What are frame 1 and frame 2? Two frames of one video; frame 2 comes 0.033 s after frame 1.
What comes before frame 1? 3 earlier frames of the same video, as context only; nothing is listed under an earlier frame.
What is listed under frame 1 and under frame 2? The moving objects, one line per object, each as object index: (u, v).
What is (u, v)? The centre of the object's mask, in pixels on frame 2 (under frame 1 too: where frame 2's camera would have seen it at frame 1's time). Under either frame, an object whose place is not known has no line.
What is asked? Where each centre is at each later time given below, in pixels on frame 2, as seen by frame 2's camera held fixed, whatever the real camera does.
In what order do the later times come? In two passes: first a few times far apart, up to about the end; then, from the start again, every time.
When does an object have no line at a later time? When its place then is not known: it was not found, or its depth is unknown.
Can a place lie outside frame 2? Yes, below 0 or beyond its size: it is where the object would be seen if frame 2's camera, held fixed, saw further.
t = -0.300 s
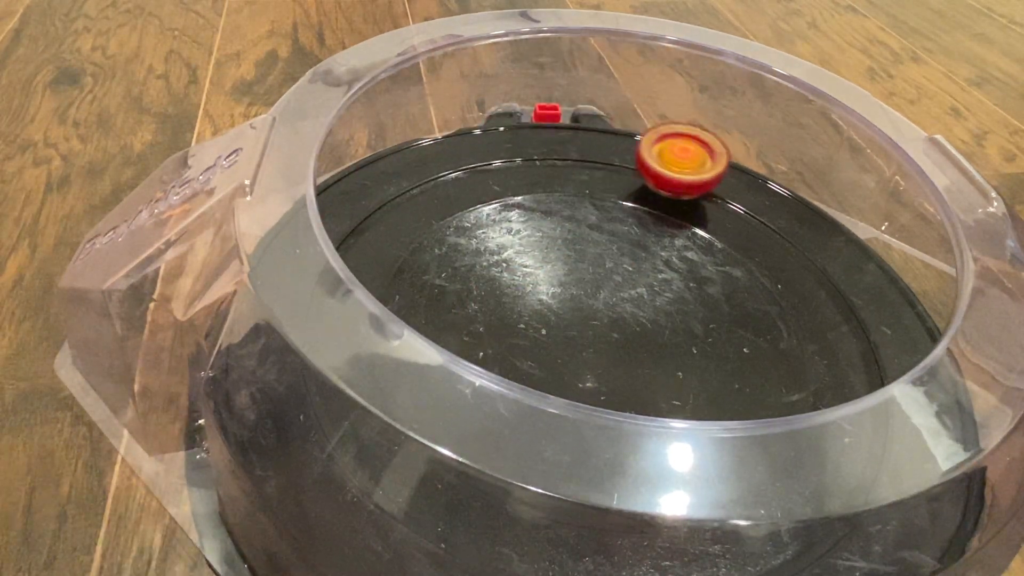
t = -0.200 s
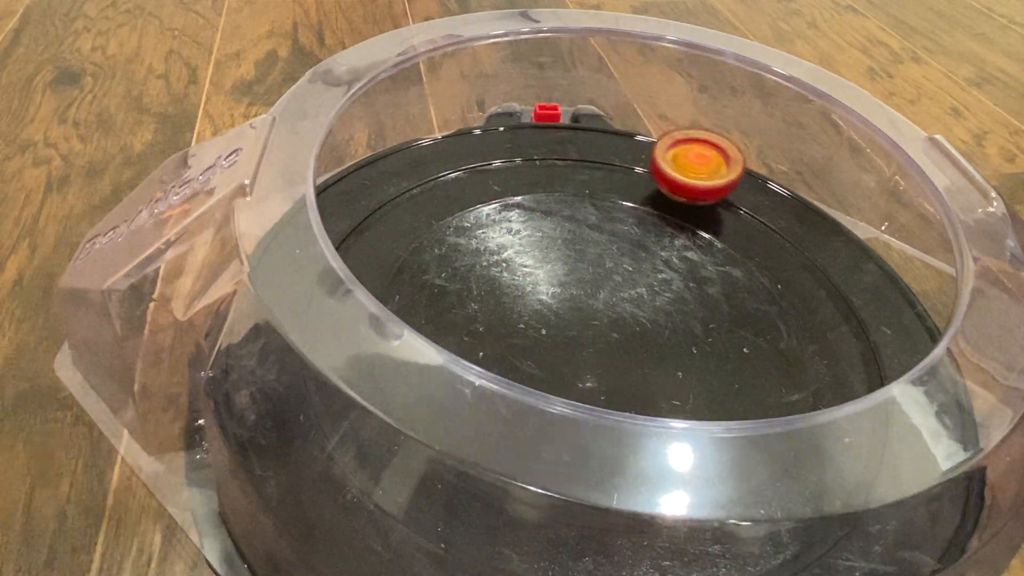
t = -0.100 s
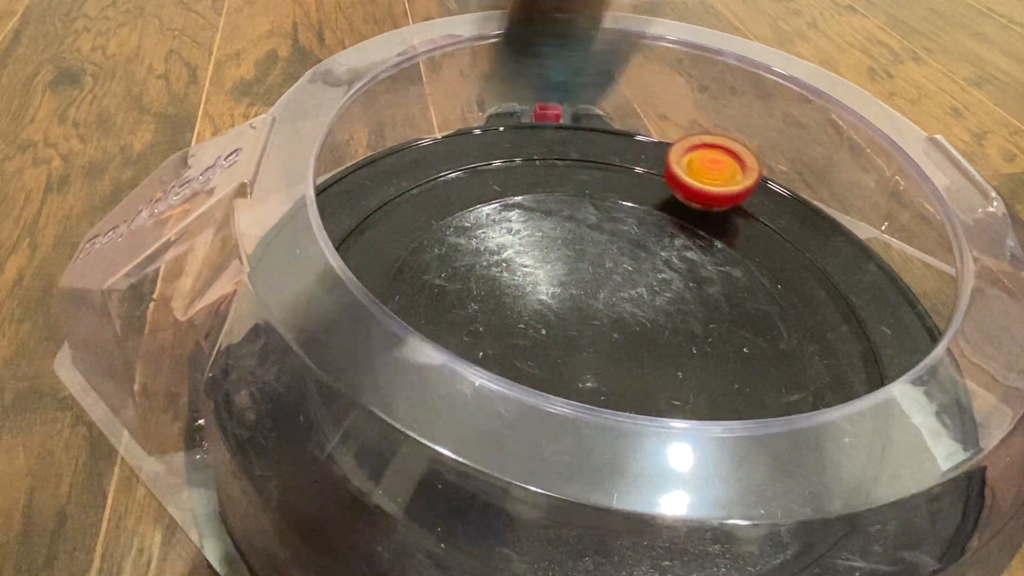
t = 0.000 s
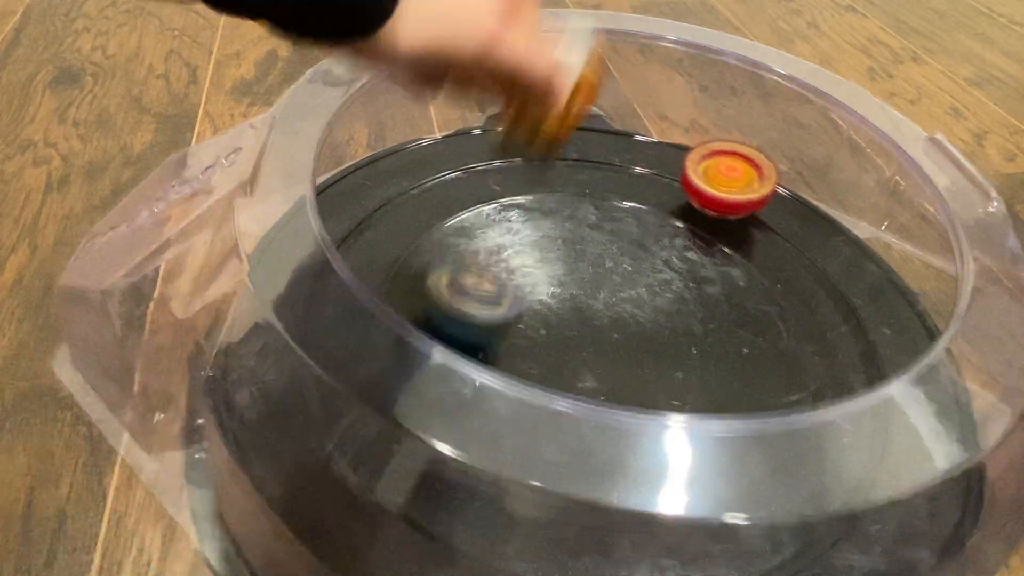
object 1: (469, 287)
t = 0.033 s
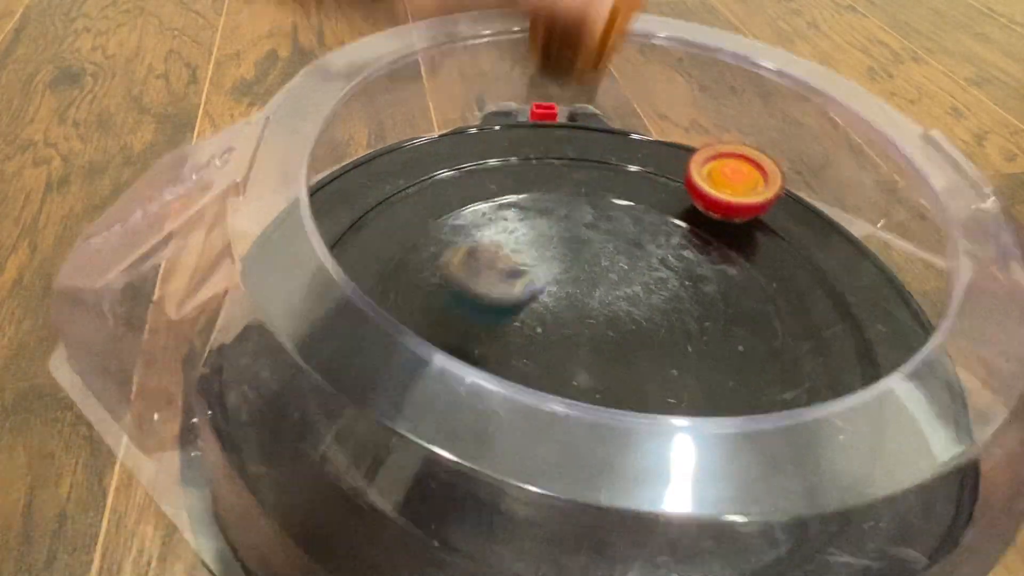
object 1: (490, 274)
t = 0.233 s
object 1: (598, 317)
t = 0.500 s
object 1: (642, 299)
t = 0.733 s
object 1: (506, 301)
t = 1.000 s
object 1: (453, 317)
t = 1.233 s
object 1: (544, 337)
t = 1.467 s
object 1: (638, 282)
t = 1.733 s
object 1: (535, 290)
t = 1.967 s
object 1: (456, 328)
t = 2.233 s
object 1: (524, 353)
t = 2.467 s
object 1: (620, 257)
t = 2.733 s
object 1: (573, 229)
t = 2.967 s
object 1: (479, 323)
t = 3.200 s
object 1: (555, 398)
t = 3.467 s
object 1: (650, 255)
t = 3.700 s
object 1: (563, 191)
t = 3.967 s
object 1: (490, 318)
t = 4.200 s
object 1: (649, 374)
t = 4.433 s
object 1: (691, 277)
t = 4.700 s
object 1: (646, 120)
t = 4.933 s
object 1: (569, 153)
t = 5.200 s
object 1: (510, 255)
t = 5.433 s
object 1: (689, 438)
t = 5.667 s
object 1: (941, 393)
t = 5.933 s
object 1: (791, 264)
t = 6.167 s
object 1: (548, 195)
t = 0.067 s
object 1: (516, 258)
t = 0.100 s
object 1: (534, 257)
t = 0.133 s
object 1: (549, 271)
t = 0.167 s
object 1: (564, 302)
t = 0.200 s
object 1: (576, 329)
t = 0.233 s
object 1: (598, 317)
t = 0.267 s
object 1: (617, 313)
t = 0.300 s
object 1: (633, 320)
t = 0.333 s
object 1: (646, 309)
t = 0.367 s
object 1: (652, 307)
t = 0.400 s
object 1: (657, 303)
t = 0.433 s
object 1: (656, 302)
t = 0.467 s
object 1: (651, 299)
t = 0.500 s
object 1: (642, 299)
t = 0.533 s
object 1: (628, 297)
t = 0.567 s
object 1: (610, 297)
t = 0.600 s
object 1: (590, 298)
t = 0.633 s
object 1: (568, 301)
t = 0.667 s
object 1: (546, 301)
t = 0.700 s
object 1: (524, 301)
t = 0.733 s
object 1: (506, 301)
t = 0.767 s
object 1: (488, 300)
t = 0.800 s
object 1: (473, 300)
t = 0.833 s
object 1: (464, 302)
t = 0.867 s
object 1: (456, 304)
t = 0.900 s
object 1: (451, 307)
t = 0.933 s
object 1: (449, 310)
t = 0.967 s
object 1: (449, 313)
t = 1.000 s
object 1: (453, 317)
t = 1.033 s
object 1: (460, 321)
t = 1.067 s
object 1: (468, 324)
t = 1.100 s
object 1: (480, 329)
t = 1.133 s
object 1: (494, 331)
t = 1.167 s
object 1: (511, 332)
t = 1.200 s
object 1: (528, 333)
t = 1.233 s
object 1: (544, 337)
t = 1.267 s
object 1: (564, 333)
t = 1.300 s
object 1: (584, 327)
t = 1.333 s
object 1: (601, 319)
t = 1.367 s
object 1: (616, 310)
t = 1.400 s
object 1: (633, 293)
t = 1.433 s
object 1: (635, 290)
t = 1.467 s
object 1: (638, 282)
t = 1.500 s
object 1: (636, 277)
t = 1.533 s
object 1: (632, 274)
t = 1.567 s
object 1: (621, 271)
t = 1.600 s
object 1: (613, 262)
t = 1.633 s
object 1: (593, 272)
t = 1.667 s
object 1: (575, 276)
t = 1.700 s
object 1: (556, 282)
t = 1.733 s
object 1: (535, 290)
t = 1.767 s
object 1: (516, 296)
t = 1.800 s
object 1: (499, 298)
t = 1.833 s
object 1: (481, 310)
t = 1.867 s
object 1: (471, 312)
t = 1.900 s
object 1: (463, 317)
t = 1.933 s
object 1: (458, 323)
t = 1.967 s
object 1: (456, 328)
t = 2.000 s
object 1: (457, 333)
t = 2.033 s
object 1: (463, 339)
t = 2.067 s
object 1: (468, 344)
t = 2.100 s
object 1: (477, 348)
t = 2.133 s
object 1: (488, 352)
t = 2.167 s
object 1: (499, 354)
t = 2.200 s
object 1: (511, 355)
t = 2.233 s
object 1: (524, 353)
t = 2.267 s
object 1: (540, 348)
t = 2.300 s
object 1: (556, 339)
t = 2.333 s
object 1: (571, 325)
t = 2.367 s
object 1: (588, 308)
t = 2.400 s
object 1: (601, 291)
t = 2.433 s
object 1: (612, 273)
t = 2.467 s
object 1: (620, 257)
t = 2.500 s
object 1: (624, 245)
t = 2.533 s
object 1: (627, 235)
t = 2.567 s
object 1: (624, 227)
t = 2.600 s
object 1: (619, 222)
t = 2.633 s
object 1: (612, 220)
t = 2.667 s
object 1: (601, 220)
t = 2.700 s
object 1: (589, 222)
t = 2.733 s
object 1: (573, 229)
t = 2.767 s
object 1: (555, 239)
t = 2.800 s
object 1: (539, 251)
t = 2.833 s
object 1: (522, 264)
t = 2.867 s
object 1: (506, 279)
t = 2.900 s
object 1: (492, 293)
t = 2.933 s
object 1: (483, 311)
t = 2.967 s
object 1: (479, 323)
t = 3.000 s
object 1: (480, 335)
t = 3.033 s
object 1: (485, 346)
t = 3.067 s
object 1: (486, 375)
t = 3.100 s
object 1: (495, 388)
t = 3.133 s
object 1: (512, 397)
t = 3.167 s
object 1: (533, 400)
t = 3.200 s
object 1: (555, 398)
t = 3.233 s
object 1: (577, 391)
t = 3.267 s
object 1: (601, 375)
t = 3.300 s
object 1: (619, 365)
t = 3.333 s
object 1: (634, 349)
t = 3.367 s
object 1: (644, 326)
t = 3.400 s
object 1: (650, 298)
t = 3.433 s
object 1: (651, 276)
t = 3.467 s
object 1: (650, 255)
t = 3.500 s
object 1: (643, 235)
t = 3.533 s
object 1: (635, 219)
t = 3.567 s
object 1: (624, 206)
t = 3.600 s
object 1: (611, 197)
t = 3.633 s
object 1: (596, 191)
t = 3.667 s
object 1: (579, 190)
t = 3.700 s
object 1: (563, 191)
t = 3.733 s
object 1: (549, 195)
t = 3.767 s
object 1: (534, 205)
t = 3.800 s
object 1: (521, 218)
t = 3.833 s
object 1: (508, 235)
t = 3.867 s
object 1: (497, 255)
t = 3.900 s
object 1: (491, 275)
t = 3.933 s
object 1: (486, 297)
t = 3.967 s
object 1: (490, 318)
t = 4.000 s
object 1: (502, 335)
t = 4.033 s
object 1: (518, 347)
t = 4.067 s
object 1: (541, 360)
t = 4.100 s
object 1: (565, 369)
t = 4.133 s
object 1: (593, 374)
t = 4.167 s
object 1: (621, 376)
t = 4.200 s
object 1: (649, 374)
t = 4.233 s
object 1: (673, 369)
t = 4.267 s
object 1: (691, 361)
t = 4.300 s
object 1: (703, 346)
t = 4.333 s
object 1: (707, 328)
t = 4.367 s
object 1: (707, 311)
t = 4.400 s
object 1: (701, 292)
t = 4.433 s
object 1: (691, 277)
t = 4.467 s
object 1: (682, 255)
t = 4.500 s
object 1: (692, 205)
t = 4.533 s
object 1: (697, 163)
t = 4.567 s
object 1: (697, 132)
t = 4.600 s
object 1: (691, 128)
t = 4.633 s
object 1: (674, 123)
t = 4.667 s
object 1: (661, 117)
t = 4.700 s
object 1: (646, 120)
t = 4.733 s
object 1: (626, 136)
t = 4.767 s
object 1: (615, 131)
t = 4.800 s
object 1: (602, 135)
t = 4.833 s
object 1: (589, 145)
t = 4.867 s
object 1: (582, 142)
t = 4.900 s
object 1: (577, 143)
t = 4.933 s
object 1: (569, 153)
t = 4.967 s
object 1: (565, 152)
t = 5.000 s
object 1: (560, 163)
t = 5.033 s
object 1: (554, 169)
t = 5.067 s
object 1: (546, 182)
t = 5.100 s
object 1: (537, 195)
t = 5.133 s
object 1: (526, 211)
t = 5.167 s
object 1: (516, 229)
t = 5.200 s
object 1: (510, 255)
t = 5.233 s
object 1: (509, 285)
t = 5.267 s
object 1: (517, 315)
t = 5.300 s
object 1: (536, 341)
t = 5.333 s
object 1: (565, 375)
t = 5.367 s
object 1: (596, 399)
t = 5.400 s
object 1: (639, 420)
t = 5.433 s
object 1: (689, 438)
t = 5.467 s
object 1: (740, 439)
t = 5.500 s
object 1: (784, 441)
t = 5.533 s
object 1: (816, 437)
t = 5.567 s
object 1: (858, 431)
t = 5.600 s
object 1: (890, 424)
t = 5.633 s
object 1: (923, 406)
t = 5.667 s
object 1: (941, 393)
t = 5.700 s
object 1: (927, 373)
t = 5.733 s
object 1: (899, 351)
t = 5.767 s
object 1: (869, 332)
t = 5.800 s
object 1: (861, 315)
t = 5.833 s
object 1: (843, 305)
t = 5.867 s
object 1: (828, 288)
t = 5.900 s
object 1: (811, 276)
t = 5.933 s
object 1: (791, 264)
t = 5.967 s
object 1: (768, 251)
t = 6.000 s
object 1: (739, 238)
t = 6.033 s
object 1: (707, 226)
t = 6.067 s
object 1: (671, 216)
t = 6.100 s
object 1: (631, 205)
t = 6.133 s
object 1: (589, 198)
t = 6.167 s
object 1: (548, 195)
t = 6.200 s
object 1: (506, 195)
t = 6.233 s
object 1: (465, 202)
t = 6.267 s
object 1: (429, 210)
